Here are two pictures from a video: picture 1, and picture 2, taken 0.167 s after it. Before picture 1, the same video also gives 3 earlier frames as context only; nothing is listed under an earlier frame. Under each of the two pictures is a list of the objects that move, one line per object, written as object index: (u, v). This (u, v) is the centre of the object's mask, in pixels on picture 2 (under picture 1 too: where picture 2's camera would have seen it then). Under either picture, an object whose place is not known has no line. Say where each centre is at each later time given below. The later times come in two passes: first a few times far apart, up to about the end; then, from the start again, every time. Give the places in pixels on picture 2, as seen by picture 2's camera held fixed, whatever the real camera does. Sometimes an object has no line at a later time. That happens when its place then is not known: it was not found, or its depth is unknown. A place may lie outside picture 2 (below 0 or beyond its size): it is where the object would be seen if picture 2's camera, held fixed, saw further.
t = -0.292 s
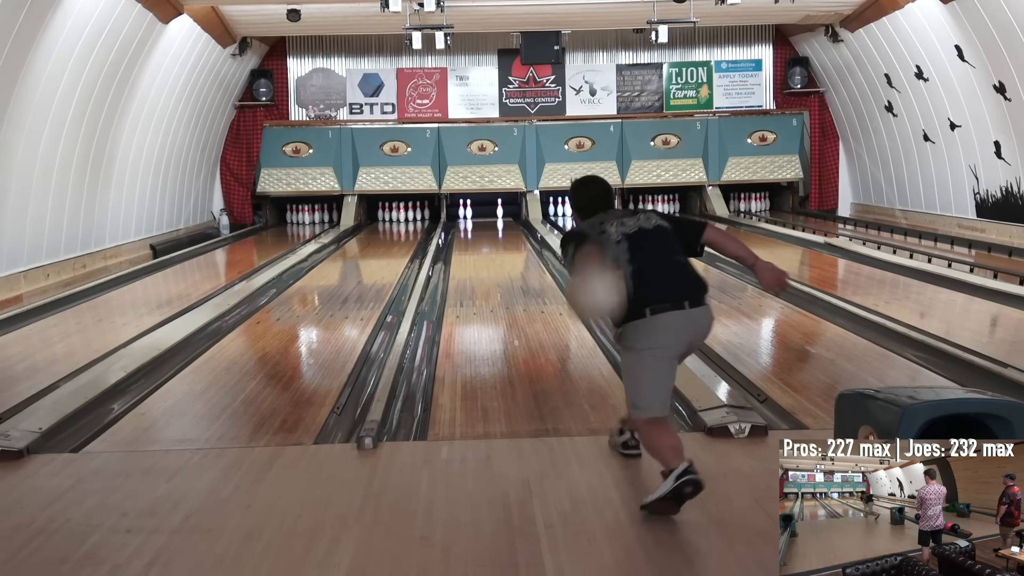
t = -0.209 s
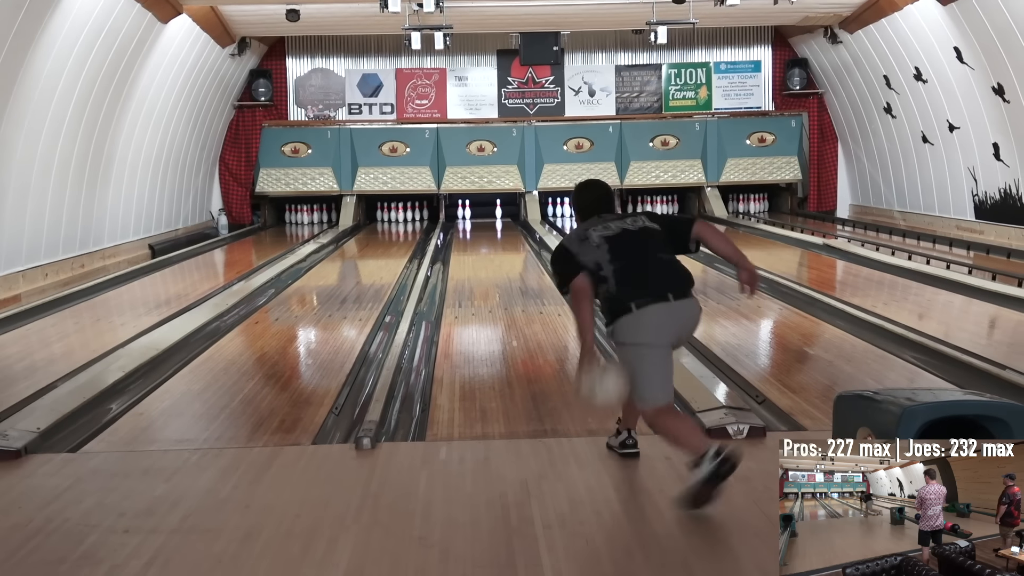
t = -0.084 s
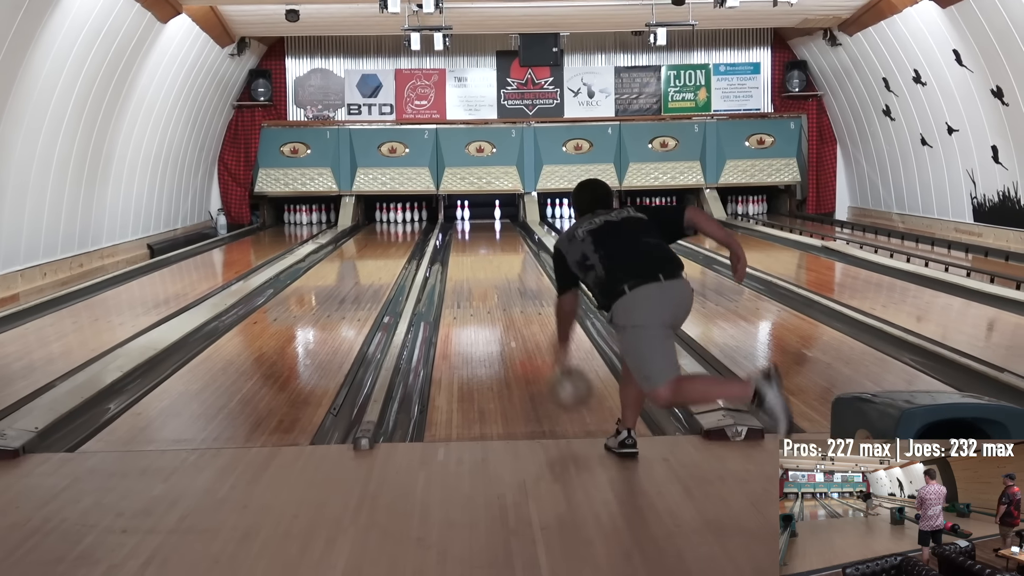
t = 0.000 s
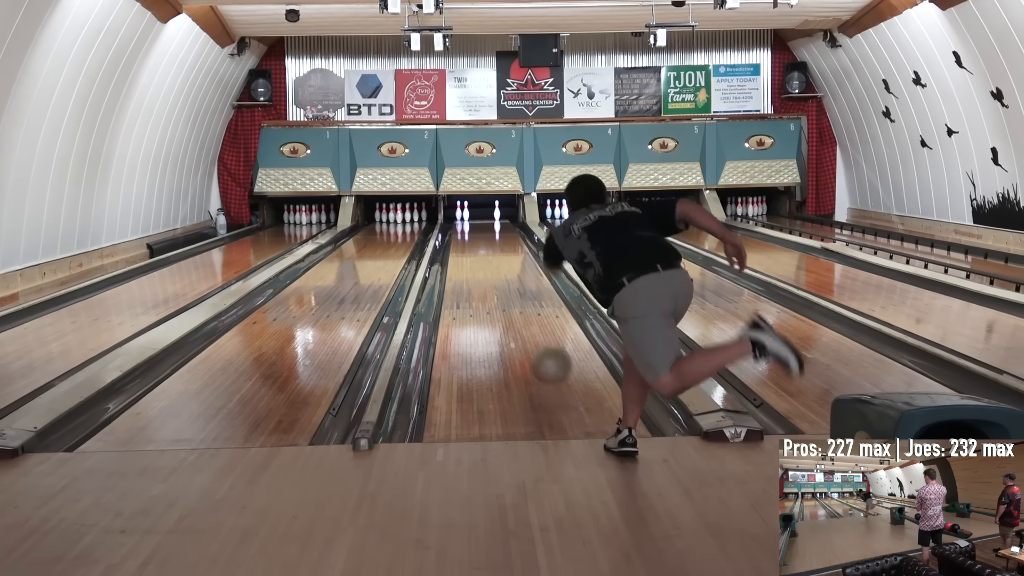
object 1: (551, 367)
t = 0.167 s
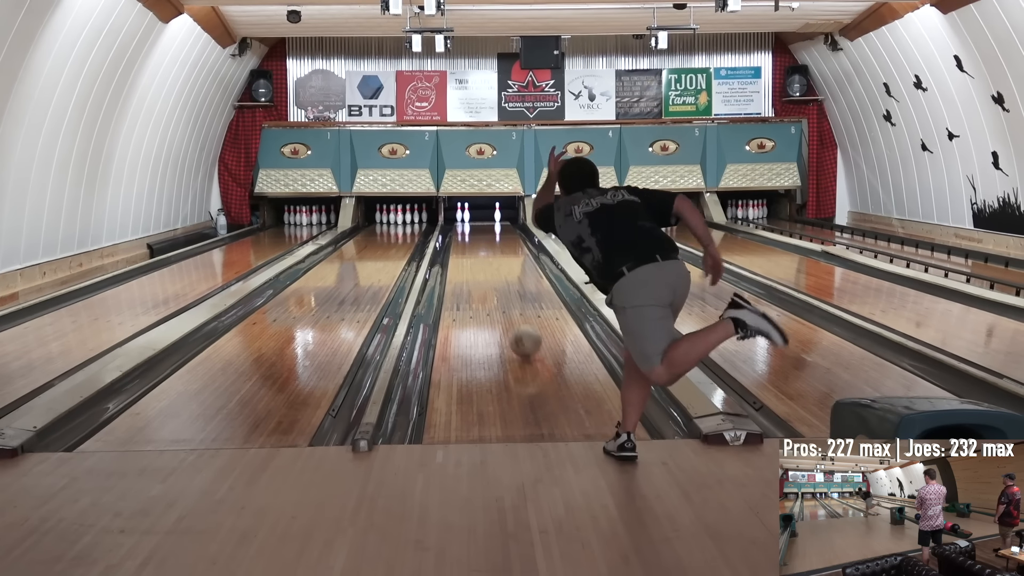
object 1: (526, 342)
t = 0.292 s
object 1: (512, 320)
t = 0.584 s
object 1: (490, 285)
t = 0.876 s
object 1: (476, 263)
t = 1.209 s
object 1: (467, 246)
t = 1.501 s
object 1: (461, 236)
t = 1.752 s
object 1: (458, 229)
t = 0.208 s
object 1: (520, 335)
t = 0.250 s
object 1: (516, 327)
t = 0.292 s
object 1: (512, 320)
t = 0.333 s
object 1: (508, 314)
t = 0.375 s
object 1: (505, 308)
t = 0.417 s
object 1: (502, 303)
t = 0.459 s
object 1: (498, 298)
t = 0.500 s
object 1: (495, 293)
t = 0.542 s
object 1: (493, 289)
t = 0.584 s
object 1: (490, 285)
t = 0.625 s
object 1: (487, 281)
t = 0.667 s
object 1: (486, 278)
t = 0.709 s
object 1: (483, 274)
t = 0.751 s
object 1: (481, 271)
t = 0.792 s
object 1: (480, 268)
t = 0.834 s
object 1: (478, 265)
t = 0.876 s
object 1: (476, 263)
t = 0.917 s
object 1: (475, 260)
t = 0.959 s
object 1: (473, 258)
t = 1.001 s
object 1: (472, 256)
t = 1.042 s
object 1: (471, 253)
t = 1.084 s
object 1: (470, 251)
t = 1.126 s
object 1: (469, 250)
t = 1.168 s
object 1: (468, 248)
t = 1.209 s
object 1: (467, 246)
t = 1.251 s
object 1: (466, 245)
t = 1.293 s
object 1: (465, 243)
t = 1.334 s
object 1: (464, 242)
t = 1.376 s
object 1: (463, 240)
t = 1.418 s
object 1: (463, 239)
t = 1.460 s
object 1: (462, 238)
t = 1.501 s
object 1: (461, 236)
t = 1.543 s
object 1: (460, 235)
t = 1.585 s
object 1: (460, 234)
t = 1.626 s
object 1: (459, 232)
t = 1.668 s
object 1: (459, 231)
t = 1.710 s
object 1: (458, 230)
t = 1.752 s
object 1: (458, 229)
